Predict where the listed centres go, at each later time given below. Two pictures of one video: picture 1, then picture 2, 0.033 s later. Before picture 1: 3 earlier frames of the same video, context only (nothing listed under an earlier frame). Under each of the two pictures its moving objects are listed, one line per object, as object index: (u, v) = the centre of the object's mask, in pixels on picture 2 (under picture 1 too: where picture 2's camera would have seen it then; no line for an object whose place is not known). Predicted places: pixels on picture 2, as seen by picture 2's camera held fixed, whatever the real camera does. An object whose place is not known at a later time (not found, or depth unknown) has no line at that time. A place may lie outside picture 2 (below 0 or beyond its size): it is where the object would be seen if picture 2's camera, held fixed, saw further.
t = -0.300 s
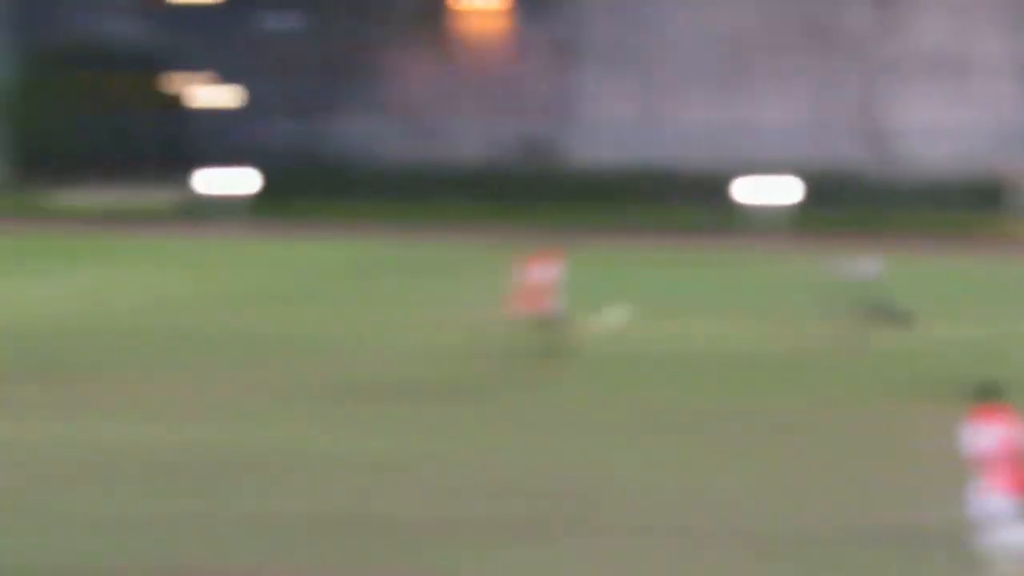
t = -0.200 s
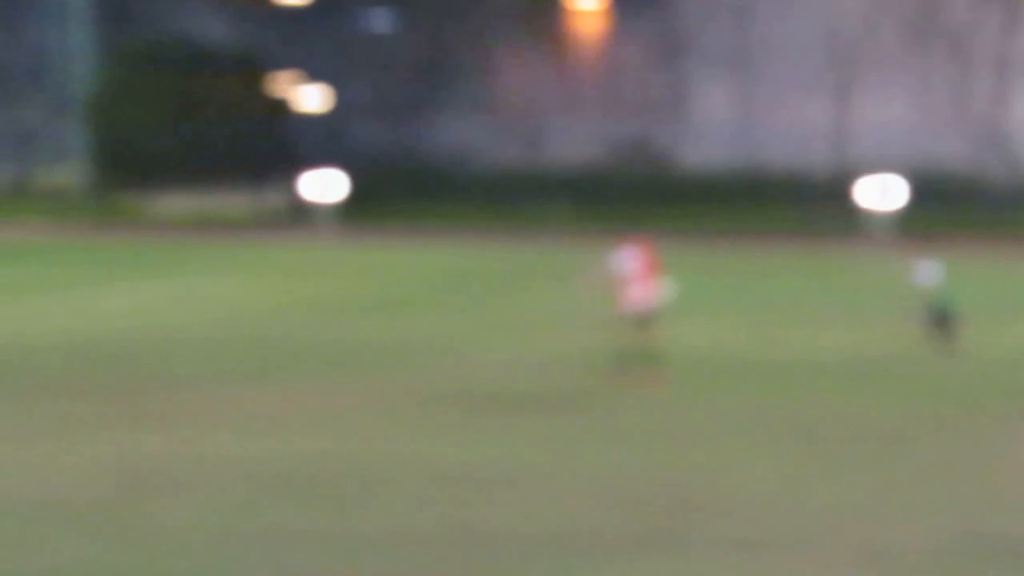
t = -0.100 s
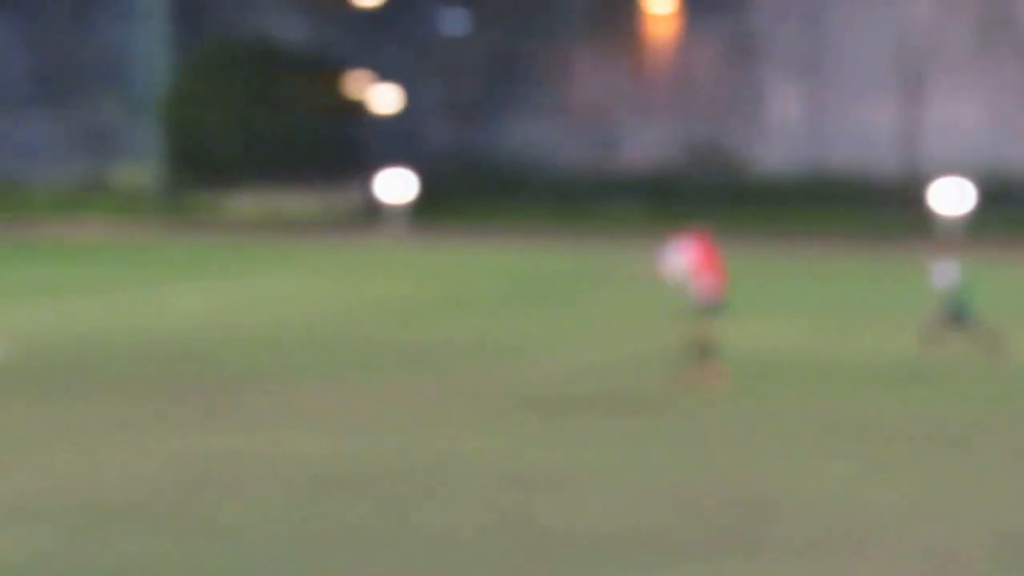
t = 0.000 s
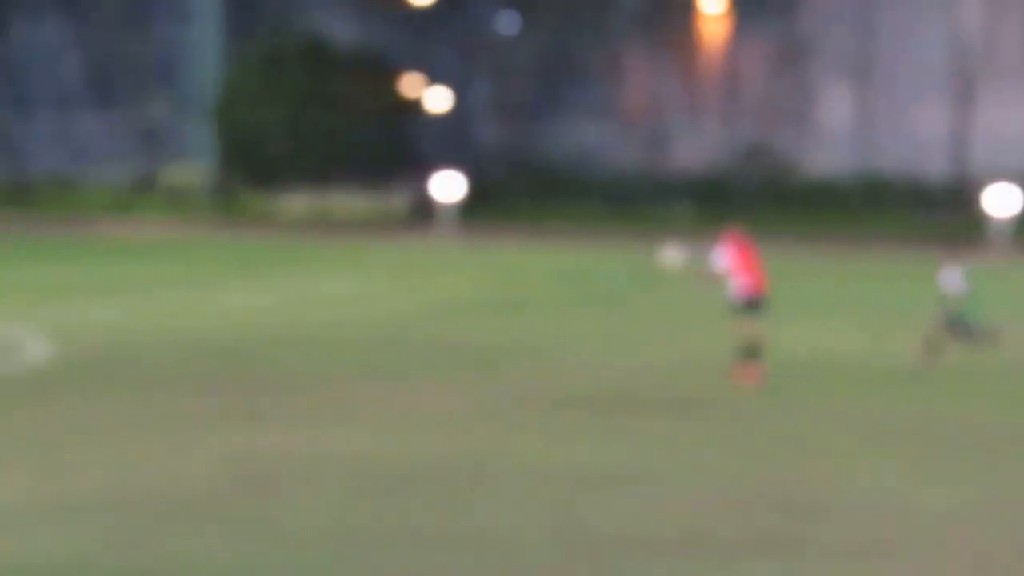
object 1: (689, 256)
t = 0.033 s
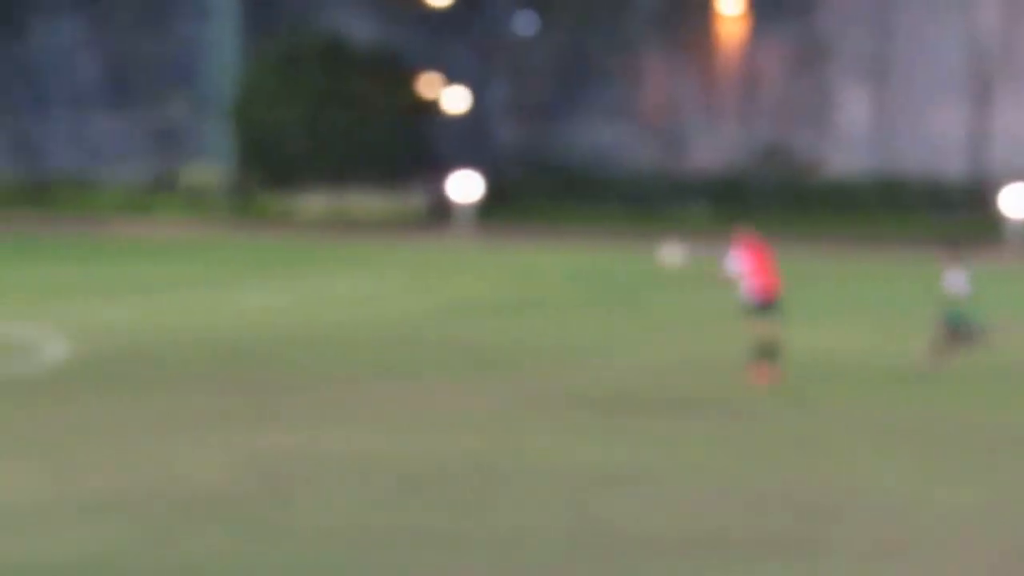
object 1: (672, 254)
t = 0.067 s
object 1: (653, 252)
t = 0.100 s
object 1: (636, 252)
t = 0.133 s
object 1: (619, 251)
